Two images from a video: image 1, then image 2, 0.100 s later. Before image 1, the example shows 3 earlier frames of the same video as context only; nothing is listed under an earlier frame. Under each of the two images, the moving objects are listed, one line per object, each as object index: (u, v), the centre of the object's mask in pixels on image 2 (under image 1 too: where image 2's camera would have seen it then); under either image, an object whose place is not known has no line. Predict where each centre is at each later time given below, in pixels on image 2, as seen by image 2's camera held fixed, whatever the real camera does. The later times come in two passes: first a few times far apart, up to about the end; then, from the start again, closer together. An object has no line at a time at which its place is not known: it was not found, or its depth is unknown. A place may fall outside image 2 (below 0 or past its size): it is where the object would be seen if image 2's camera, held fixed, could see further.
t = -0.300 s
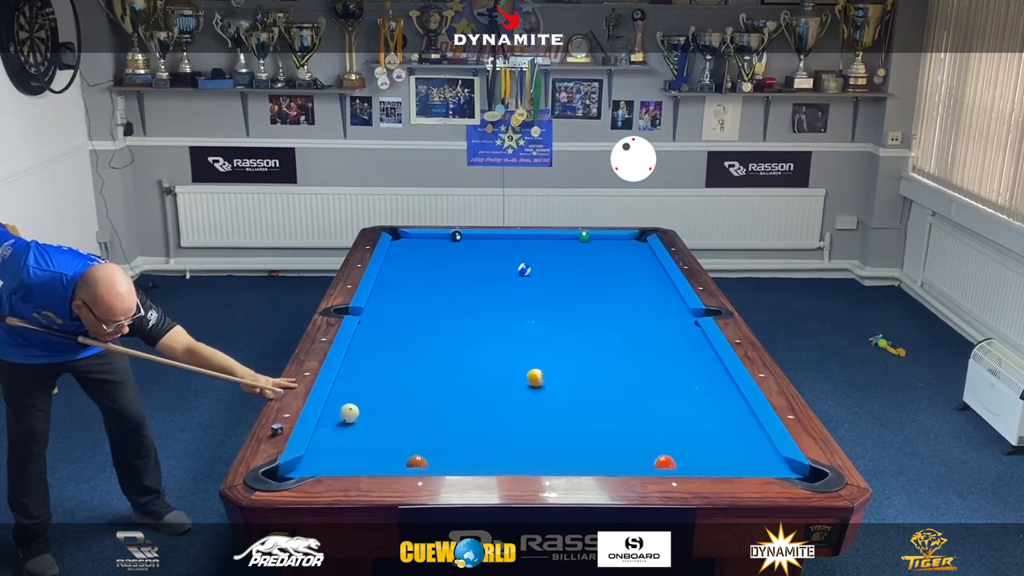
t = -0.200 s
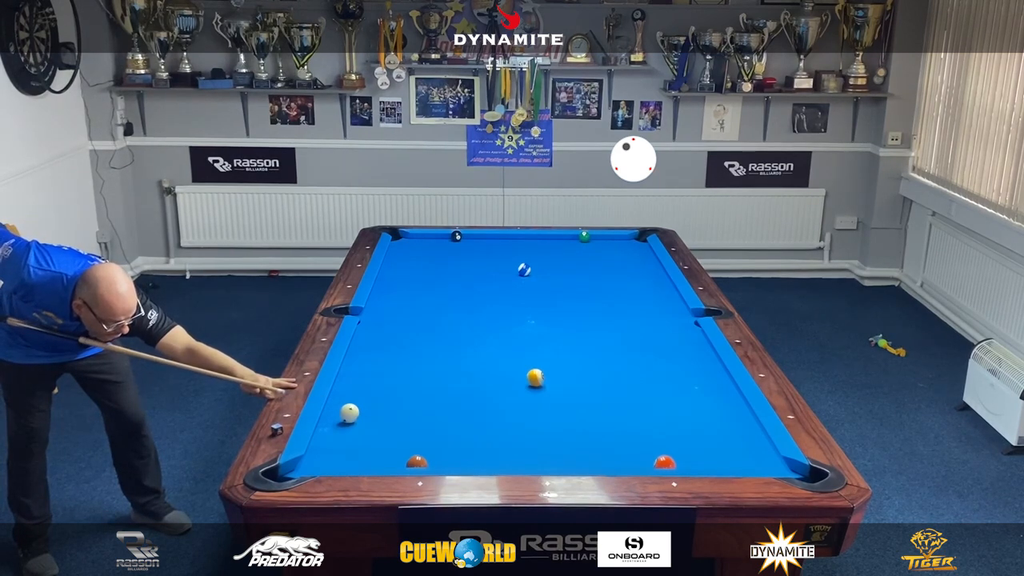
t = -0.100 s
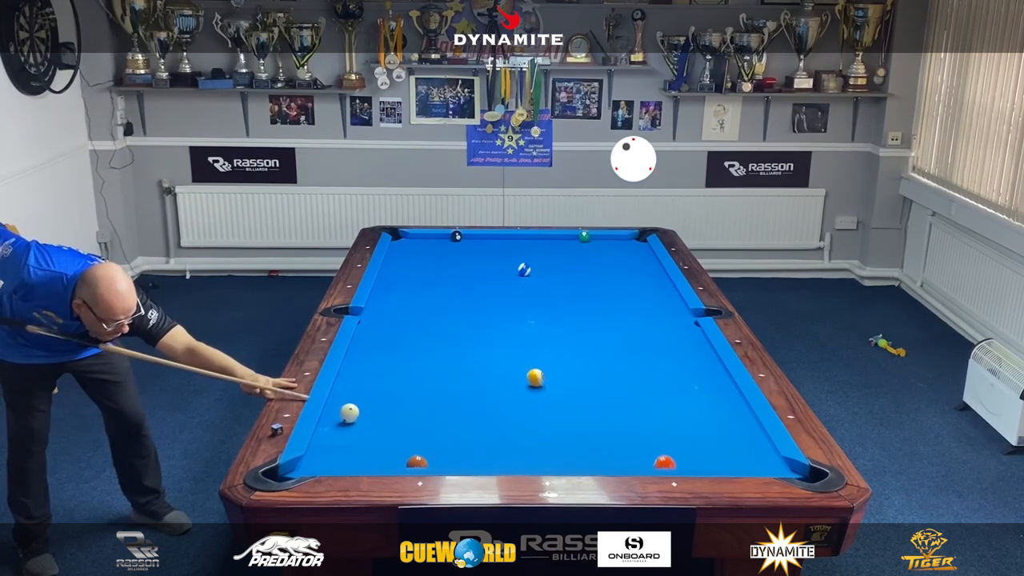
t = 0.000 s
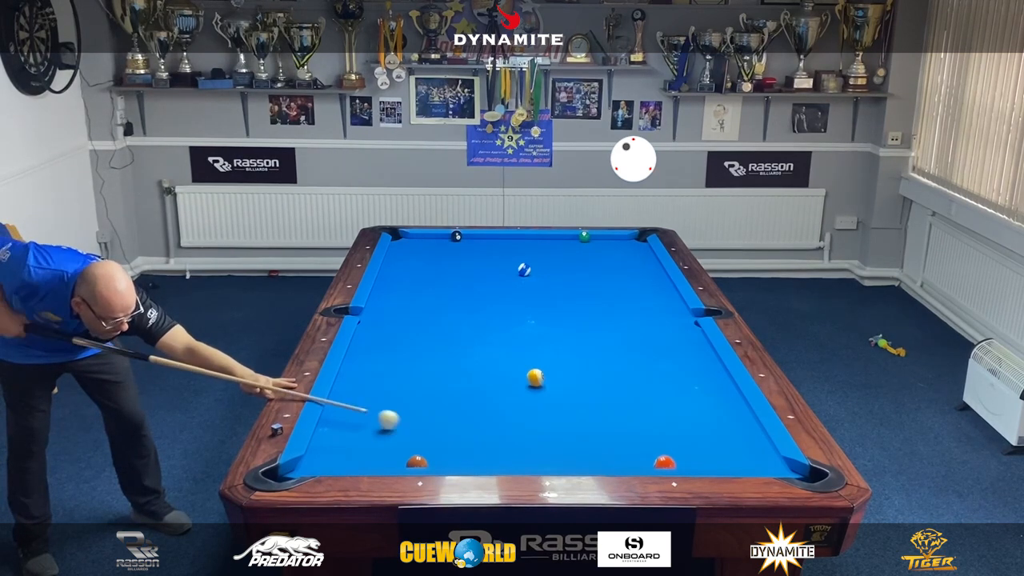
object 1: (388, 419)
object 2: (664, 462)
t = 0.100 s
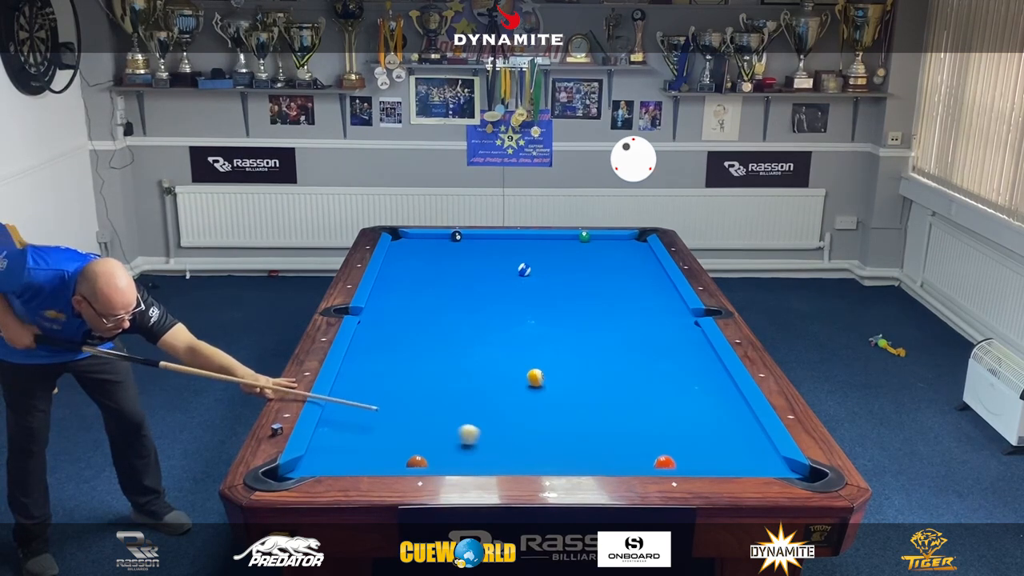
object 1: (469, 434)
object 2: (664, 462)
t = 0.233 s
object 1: (584, 455)
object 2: (664, 462)
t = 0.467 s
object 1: (649, 447)
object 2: (785, 465)
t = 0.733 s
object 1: (689, 428)
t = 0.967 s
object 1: (726, 415)
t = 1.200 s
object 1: (725, 402)
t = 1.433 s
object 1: (698, 389)
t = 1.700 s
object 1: (670, 375)
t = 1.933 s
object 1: (648, 365)
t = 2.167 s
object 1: (629, 355)
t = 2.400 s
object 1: (611, 346)
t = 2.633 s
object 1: (594, 338)
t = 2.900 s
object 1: (578, 330)
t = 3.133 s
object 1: (564, 324)
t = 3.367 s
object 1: (552, 318)
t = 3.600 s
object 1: (541, 313)
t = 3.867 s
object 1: (530, 307)
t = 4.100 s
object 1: (521, 303)
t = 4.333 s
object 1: (513, 299)
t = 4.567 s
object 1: (506, 295)
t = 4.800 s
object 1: (499, 292)
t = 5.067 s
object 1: (492, 289)
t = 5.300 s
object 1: (487, 286)
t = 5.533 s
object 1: (482, 284)
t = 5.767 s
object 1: (479, 282)
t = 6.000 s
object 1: (475, 280)
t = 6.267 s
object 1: (473, 278)
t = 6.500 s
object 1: (471, 277)
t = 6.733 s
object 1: (469, 276)
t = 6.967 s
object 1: (467, 275)
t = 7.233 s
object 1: (467, 275)
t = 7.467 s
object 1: (467, 275)
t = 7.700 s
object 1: (467, 275)
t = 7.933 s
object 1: (467, 275)
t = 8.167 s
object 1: (467, 275)
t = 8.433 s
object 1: (467, 275)
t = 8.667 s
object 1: (467, 275)
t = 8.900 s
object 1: (467, 275)
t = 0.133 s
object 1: (497, 439)
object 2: (664, 462)
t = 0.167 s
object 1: (525, 444)
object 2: (664, 462)
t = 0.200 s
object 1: (554, 450)
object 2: (664, 462)
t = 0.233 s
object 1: (584, 455)
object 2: (664, 462)
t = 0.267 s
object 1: (614, 459)
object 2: (664, 462)
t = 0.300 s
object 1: (642, 462)
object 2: (666, 462)
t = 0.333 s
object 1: (643, 460)
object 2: (691, 462)
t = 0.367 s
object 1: (643, 457)
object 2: (716, 462)
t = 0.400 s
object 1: (645, 454)
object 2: (739, 462)
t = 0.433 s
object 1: (646, 450)
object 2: (762, 463)
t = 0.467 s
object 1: (649, 447)
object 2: (785, 465)
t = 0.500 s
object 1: (652, 444)
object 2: (787, 468)
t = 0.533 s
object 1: (656, 441)
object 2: (788, 472)
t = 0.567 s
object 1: (661, 439)
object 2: (794, 476)
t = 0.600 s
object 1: (666, 436)
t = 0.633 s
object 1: (672, 434)
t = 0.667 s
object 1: (677, 432)
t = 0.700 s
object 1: (683, 430)
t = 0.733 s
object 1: (689, 428)
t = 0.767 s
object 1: (694, 426)
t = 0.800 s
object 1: (700, 424)
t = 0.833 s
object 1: (705, 422)
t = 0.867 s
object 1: (711, 420)
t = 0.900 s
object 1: (716, 419)
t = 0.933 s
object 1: (721, 417)
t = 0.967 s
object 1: (726, 415)
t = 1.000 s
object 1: (731, 413)
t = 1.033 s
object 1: (736, 411)
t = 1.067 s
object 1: (741, 410)
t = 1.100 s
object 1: (739, 408)
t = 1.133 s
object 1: (734, 406)
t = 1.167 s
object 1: (729, 404)
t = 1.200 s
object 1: (725, 402)
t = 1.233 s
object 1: (721, 400)
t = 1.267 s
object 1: (717, 398)
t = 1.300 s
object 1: (713, 396)
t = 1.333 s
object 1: (709, 394)
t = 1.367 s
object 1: (705, 392)
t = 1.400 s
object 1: (701, 390)
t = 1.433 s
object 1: (698, 389)
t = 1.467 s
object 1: (694, 387)
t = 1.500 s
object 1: (691, 385)
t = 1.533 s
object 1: (687, 383)
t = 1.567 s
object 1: (684, 382)
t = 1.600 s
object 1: (680, 380)
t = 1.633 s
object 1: (677, 378)
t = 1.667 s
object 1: (674, 377)
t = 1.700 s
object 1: (670, 375)
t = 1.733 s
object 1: (667, 374)
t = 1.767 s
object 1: (664, 372)
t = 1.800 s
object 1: (661, 371)
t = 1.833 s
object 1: (658, 369)
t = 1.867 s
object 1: (654, 367)
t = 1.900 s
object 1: (651, 366)
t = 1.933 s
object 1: (648, 365)
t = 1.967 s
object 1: (645, 363)
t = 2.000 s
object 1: (642, 362)
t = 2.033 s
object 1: (640, 360)
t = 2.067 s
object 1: (637, 359)
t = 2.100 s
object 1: (634, 358)
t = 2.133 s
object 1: (631, 356)
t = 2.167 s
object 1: (629, 355)
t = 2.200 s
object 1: (626, 354)
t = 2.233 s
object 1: (623, 353)
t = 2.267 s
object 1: (620, 351)
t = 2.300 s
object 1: (618, 350)
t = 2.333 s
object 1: (615, 349)
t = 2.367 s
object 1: (613, 347)
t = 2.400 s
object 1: (611, 346)
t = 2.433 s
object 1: (608, 345)
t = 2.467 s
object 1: (606, 344)
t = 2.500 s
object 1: (604, 343)
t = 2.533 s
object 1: (601, 342)
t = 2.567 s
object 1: (599, 341)
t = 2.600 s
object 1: (597, 339)
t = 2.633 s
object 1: (594, 338)
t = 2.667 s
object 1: (592, 337)
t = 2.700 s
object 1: (590, 336)
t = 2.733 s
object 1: (588, 335)
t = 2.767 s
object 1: (586, 334)
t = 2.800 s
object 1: (584, 333)
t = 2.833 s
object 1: (582, 332)
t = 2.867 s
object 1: (580, 331)
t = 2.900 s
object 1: (578, 330)
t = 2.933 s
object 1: (576, 329)
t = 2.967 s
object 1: (574, 329)
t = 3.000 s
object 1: (572, 328)
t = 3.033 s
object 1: (570, 327)
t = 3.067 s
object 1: (568, 326)
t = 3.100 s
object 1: (566, 325)
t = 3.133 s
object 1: (564, 324)
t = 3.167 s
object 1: (563, 323)
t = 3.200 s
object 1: (561, 322)
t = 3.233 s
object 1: (559, 321)
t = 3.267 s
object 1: (557, 321)
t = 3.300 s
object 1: (556, 320)
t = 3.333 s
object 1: (554, 319)
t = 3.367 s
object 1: (552, 318)
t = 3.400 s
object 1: (551, 317)
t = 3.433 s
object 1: (549, 317)
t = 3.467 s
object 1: (548, 316)
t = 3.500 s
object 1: (546, 315)
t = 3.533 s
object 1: (545, 314)
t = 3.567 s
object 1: (543, 313)
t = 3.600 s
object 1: (541, 313)
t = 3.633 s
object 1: (540, 312)
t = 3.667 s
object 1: (538, 311)
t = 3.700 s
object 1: (537, 311)
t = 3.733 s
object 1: (536, 310)
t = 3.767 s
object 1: (534, 309)
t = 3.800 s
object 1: (533, 308)
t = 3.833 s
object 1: (531, 308)
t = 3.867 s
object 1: (530, 307)
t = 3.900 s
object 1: (529, 307)
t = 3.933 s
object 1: (527, 306)
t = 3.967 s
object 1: (526, 305)
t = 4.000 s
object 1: (525, 305)
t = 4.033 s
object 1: (523, 304)
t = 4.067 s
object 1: (522, 303)
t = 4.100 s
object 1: (521, 303)
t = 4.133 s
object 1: (520, 302)
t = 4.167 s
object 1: (519, 302)
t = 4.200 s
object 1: (517, 301)
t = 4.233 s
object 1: (516, 300)
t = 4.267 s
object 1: (515, 300)
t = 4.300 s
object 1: (514, 299)
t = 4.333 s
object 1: (513, 299)
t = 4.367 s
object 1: (512, 298)
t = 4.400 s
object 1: (511, 298)
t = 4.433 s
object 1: (510, 297)
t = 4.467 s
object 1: (509, 297)
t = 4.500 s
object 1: (508, 296)
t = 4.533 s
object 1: (507, 296)
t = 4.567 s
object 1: (506, 295)
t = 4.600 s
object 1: (505, 295)
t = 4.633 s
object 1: (503, 294)
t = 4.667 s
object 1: (503, 294)
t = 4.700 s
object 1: (502, 293)
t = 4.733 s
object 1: (501, 293)
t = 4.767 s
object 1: (500, 292)
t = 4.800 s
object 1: (499, 292)
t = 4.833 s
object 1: (498, 291)
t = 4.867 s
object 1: (497, 291)
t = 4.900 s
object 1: (496, 291)
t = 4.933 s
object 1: (495, 290)
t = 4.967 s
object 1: (495, 290)
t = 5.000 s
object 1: (494, 289)
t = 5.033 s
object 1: (493, 289)
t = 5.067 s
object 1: (492, 289)
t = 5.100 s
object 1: (491, 288)
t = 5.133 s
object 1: (491, 288)
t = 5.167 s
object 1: (490, 287)
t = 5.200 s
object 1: (489, 287)
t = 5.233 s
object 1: (488, 287)
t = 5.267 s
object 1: (487, 286)
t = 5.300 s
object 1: (487, 286)
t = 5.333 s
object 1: (486, 286)
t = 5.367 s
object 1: (486, 285)
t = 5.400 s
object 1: (485, 285)
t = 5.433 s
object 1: (484, 285)
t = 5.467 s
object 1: (484, 284)
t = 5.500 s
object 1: (483, 284)
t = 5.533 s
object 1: (482, 284)
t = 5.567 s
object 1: (482, 283)
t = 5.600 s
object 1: (481, 283)
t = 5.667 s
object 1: (480, 282)
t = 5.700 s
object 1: (480, 282)
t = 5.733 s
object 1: (479, 282)
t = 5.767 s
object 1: (479, 282)
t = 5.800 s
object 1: (478, 281)
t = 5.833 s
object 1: (478, 281)
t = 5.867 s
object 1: (477, 281)
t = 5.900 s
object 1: (477, 281)
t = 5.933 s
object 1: (476, 280)
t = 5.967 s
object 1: (476, 280)
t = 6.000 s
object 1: (475, 280)
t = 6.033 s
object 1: (475, 280)
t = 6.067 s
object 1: (475, 279)
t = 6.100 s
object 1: (474, 279)
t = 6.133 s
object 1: (474, 279)
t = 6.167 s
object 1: (474, 279)
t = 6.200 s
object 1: (473, 279)
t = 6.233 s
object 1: (473, 278)
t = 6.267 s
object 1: (473, 278)
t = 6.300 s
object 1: (472, 278)
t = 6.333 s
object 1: (472, 278)
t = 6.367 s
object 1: (472, 278)
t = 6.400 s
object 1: (471, 278)
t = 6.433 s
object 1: (471, 277)
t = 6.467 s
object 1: (471, 277)
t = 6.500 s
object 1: (471, 277)
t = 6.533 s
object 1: (470, 277)
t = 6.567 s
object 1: (470, 277)
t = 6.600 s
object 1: (470, 277)
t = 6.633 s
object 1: (470, 277)
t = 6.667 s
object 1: (469, 276)
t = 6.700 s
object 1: (469, 276)
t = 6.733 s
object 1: (469, 276)
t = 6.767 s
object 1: (469, 276)
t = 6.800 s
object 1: (468, 276)
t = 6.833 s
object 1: (468, 276)
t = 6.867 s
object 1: (468, 276)
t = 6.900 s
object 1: (468, 276)
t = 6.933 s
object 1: (468, 276)
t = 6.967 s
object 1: (467, 275)
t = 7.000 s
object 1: (467, 275)
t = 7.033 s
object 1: (467, 275)
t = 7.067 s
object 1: (467, 275)
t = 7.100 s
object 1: (467, 275)
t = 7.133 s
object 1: (467, 275)
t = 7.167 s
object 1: (467, 275)
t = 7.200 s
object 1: (467, 275)
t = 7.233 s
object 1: (467, 275)
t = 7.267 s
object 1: (467, 275)
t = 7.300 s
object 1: (467, 275)
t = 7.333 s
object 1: (467, 275)
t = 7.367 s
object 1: (467, 275)
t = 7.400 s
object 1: (467, 275)
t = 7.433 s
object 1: (467, 275)
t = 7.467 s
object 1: (467, 275)
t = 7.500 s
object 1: (467, 275)
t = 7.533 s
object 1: (467, 275)
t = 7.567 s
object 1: (467, 275)
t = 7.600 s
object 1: (467, 275)
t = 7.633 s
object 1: (467, 275)
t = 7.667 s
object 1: (467, 275)
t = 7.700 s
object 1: (467, 275)
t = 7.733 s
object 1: (467, 275)
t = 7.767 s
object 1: (467, 275)
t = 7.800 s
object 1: (467, 275)
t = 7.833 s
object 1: (467, 275)
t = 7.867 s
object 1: (467, 275)
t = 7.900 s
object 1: (467, 275)
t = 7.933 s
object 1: (467, 275)
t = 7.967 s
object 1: (467, 275)
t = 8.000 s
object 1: (467, 275)
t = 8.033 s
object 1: (467, 275)
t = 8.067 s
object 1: (467, 275)
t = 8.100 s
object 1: (467, 275)
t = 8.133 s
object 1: (467, 275)
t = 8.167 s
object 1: (467, 275)
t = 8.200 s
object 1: (467, 275)
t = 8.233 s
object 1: (467, 275)
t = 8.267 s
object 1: (467, 275)
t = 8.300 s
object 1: (467, 275)
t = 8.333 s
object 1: (467, 275)
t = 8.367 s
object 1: (467, 275)
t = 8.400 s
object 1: (467, 275)
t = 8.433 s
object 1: (467, 275)
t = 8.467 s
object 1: (467, 275)
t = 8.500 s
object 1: (467, 275)
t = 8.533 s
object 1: (467, 275)
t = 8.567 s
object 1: (467, 275)
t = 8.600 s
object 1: (467, 275)
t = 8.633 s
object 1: (467, 275)
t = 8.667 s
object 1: (467, 275)
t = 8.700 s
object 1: (467, 275)
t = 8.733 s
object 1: (467, 275)
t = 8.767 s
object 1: (467, 275)
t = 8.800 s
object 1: (467, 275)
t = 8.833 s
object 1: (467, 275)
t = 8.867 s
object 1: (467, 275)
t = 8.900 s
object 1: (467, 275)
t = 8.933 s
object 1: (467, 275)
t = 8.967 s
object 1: (467, 275)
